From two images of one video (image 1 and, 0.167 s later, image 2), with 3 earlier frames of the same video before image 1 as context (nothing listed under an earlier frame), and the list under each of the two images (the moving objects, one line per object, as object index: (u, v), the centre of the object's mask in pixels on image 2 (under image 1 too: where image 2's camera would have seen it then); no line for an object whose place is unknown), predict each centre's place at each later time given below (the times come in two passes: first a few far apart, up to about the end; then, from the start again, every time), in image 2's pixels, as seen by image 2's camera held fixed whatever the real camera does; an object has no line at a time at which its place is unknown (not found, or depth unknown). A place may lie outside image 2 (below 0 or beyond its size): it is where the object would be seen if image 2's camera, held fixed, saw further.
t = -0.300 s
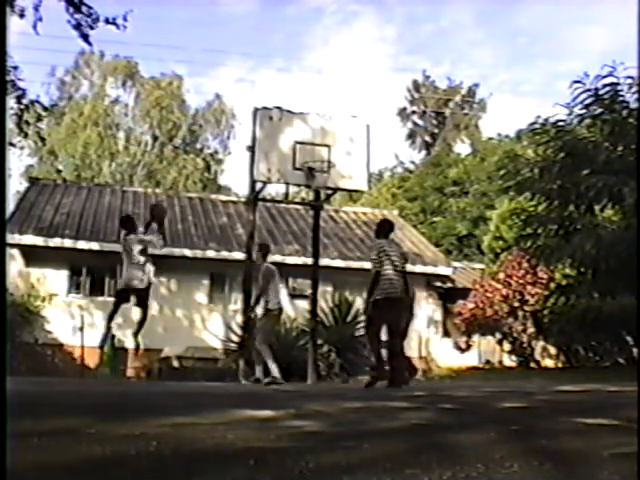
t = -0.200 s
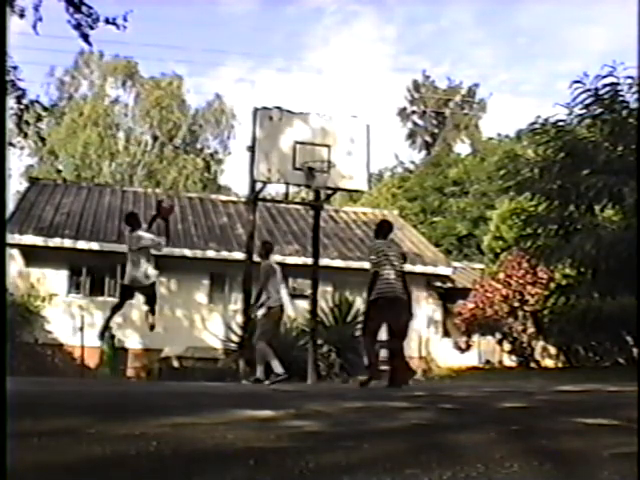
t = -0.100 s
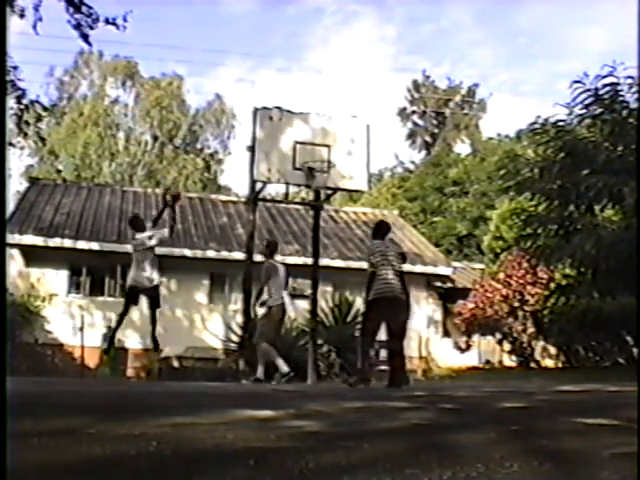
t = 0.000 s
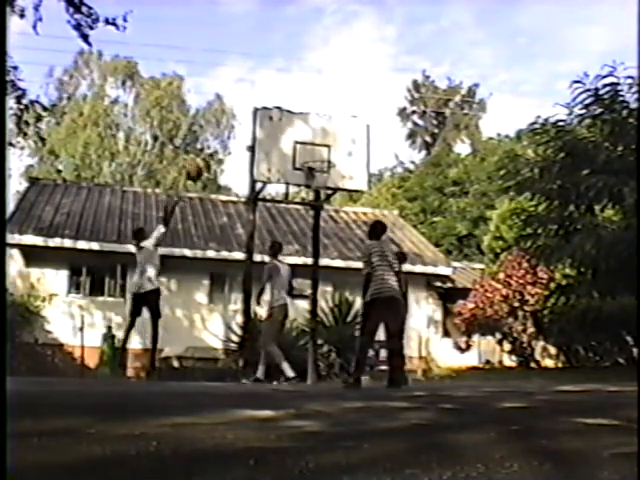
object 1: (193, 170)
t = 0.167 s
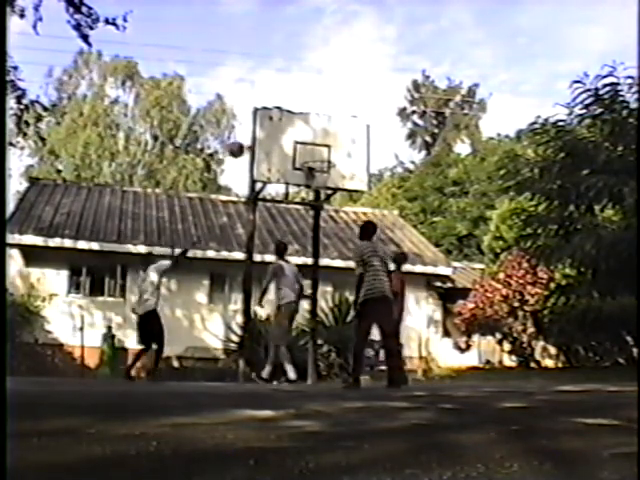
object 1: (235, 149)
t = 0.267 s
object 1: (259, 147)
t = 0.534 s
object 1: (288, 153)
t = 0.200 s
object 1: (244, 147)
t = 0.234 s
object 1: (252, 146)
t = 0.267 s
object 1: (259, 147)
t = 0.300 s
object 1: (266, 147)
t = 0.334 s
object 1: (273, 148)
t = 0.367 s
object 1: (281, 150)
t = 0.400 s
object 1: (288, 153)
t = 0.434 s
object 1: (294, 156)
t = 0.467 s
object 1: (295, 156)
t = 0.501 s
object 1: (292, 154)
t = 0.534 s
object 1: (288, 153)
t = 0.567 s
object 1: (285, 152)
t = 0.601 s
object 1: (281, 152)
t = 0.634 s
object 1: (277, 153)
